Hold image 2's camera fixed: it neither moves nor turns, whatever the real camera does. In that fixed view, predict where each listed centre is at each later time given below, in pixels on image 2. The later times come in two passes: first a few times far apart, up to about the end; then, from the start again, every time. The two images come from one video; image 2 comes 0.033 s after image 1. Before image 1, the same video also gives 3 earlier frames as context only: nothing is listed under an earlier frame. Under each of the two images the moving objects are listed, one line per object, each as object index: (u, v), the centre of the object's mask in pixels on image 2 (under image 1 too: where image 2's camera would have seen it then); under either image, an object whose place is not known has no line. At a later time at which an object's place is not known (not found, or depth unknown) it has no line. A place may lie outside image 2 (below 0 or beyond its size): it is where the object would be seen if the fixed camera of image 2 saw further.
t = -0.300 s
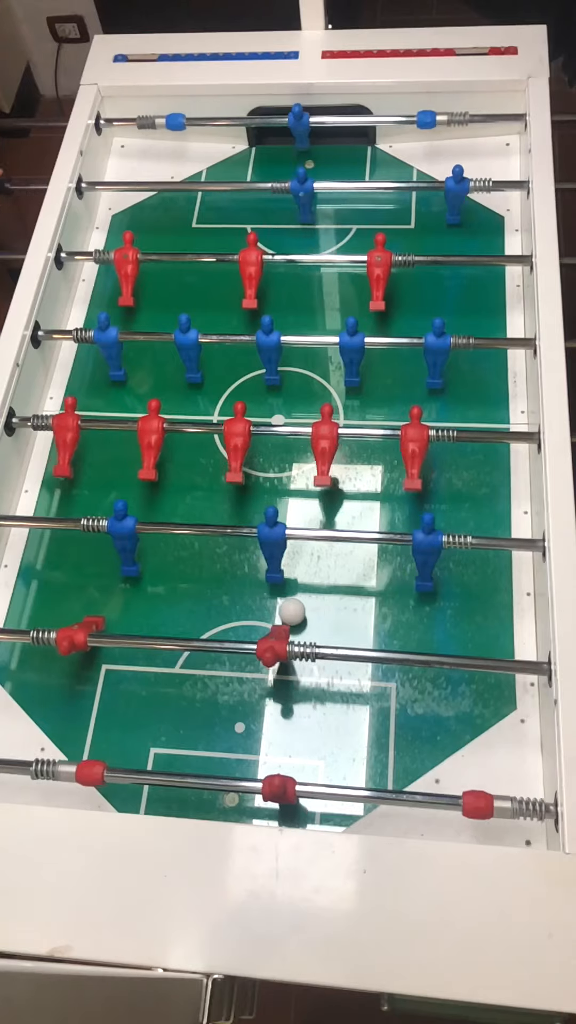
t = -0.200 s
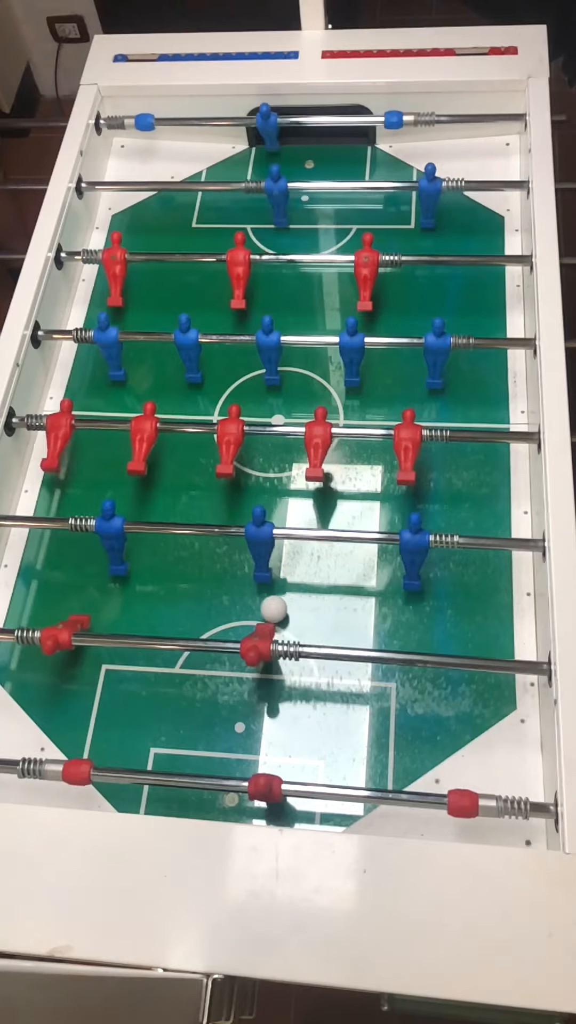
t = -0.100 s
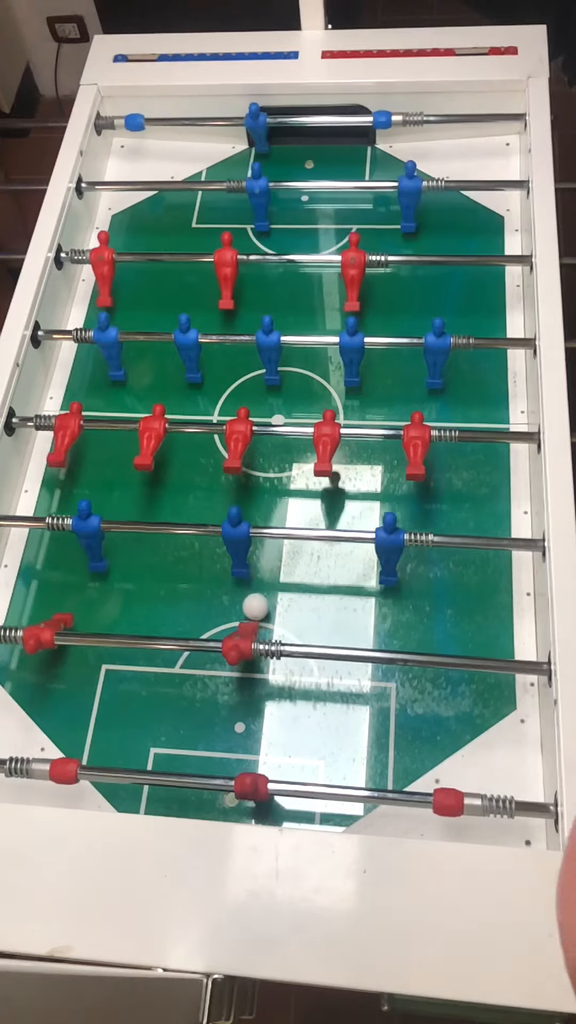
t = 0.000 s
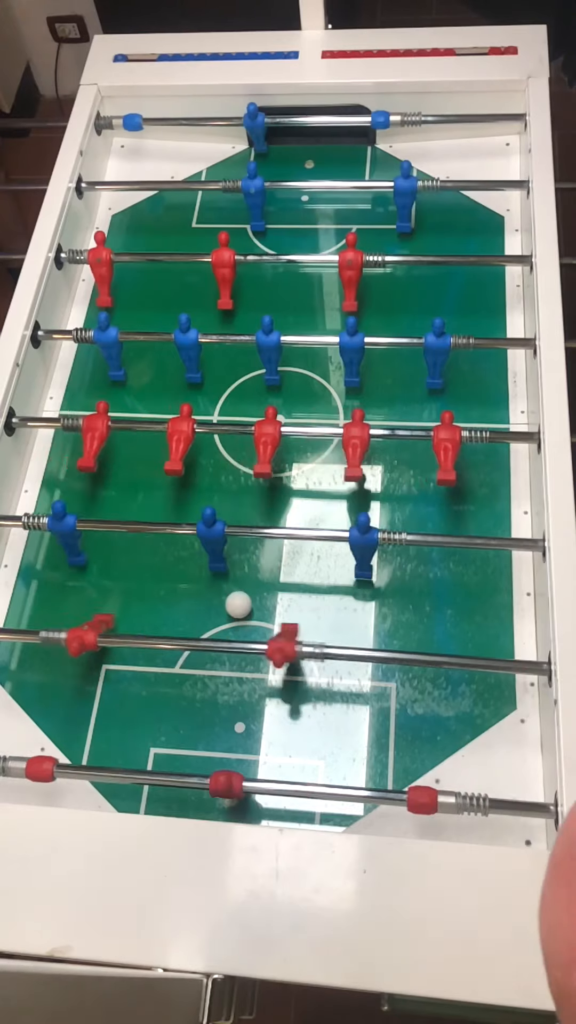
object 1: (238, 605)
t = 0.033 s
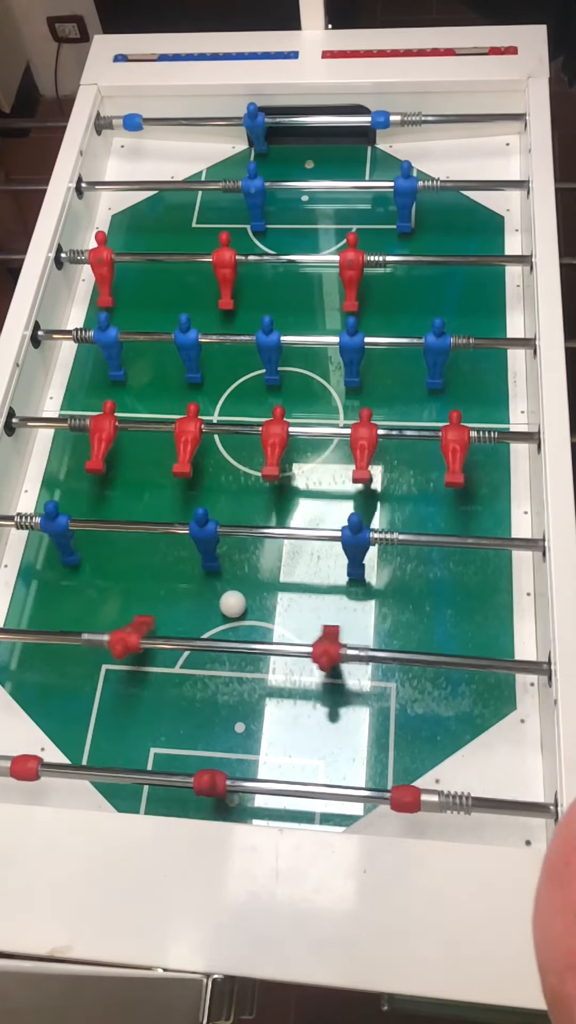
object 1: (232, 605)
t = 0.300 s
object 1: (189, 599)
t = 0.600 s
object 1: (142, 592)
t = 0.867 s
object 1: (104, 586)
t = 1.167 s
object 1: (64, 578)
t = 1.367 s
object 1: (40, 574)
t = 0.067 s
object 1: (227, 604)
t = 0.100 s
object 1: (221, 603)
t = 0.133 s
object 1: (216, 602)
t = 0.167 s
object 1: (210, 602)
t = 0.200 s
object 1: (205, 601)
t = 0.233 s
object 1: (199, 600)
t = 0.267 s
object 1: (194, 600)
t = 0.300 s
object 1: (189, 599)
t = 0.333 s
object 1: (183, 598)
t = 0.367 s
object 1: (178, 597)
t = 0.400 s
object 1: (173, 597)
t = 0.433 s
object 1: (168, 596)
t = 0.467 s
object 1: (162, 595)
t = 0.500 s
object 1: (157, 594)
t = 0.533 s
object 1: (152, 594)
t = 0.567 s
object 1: (147, 593)
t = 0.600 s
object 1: (142, 592)
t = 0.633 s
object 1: (138, 592)
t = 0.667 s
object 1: (133, 591)
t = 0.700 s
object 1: (128, 590)
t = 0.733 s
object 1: (123, 589)
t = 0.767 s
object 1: (119, 588)
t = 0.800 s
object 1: (114, 588)
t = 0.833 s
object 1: (108, 587)
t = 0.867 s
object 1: (104, 586)
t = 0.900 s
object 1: (99, 585)
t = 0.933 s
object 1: (95, 585)
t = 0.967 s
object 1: (90, 584)
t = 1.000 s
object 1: (86, 583)
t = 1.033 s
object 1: (82, 582)
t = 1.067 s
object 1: (77, 581)
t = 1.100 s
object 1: (73, 580)
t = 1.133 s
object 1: (69, 579)
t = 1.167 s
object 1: (64, 578)
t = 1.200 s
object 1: (60, 578)
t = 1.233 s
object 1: (56, 577)
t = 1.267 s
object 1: (52, 576)
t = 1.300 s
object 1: (48, 575)
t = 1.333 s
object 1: (44, 574)
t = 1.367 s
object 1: (40, 574)
